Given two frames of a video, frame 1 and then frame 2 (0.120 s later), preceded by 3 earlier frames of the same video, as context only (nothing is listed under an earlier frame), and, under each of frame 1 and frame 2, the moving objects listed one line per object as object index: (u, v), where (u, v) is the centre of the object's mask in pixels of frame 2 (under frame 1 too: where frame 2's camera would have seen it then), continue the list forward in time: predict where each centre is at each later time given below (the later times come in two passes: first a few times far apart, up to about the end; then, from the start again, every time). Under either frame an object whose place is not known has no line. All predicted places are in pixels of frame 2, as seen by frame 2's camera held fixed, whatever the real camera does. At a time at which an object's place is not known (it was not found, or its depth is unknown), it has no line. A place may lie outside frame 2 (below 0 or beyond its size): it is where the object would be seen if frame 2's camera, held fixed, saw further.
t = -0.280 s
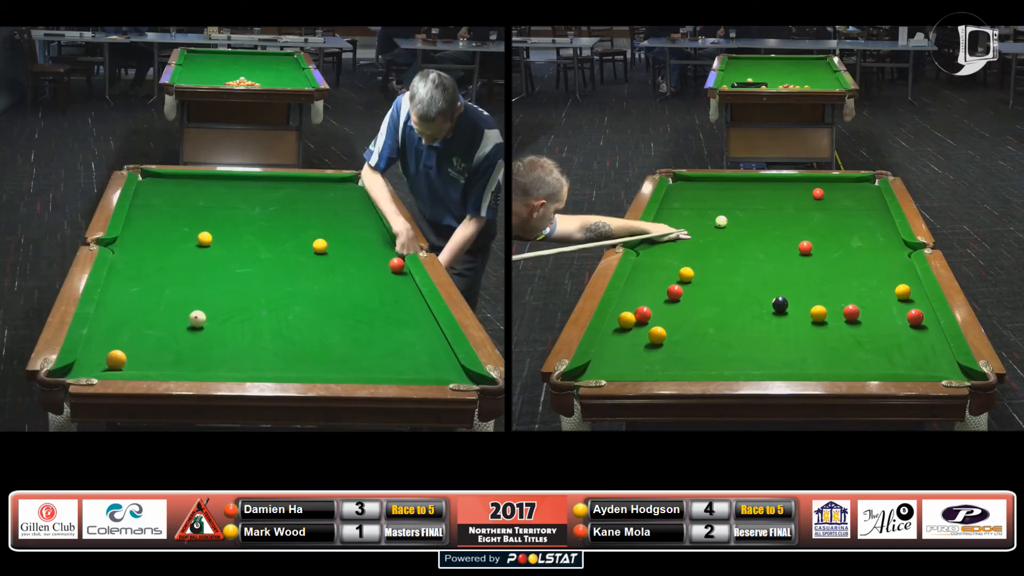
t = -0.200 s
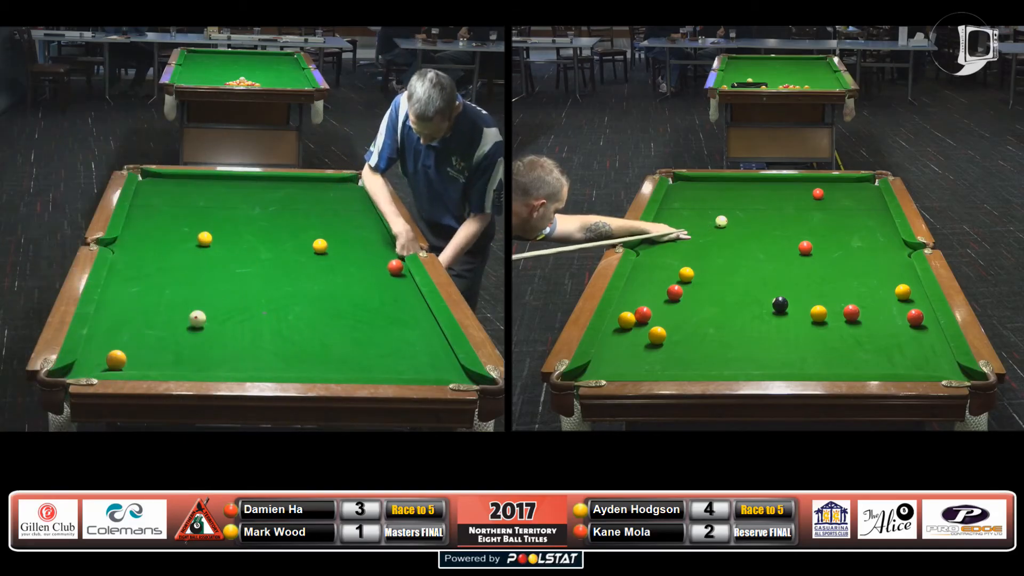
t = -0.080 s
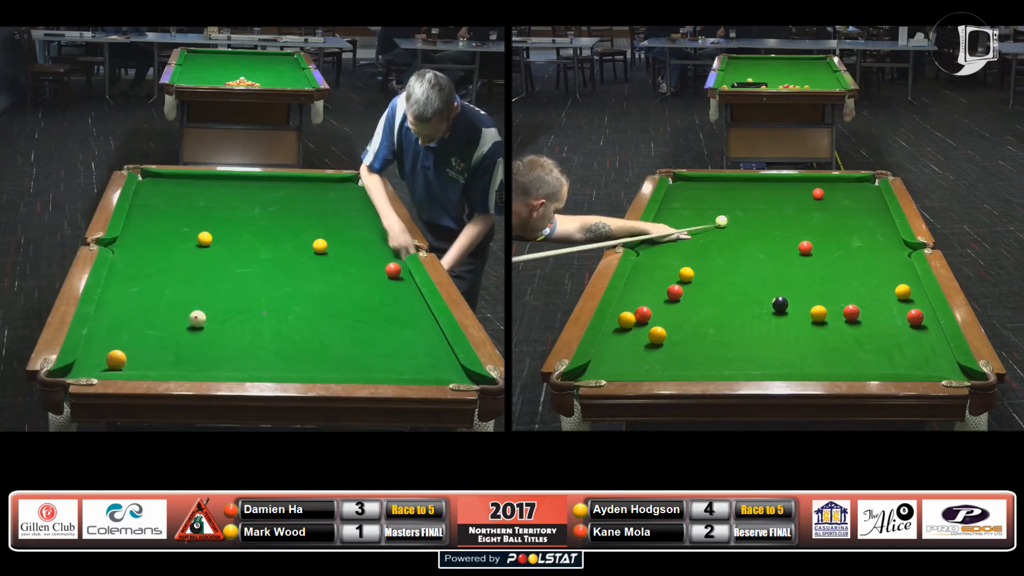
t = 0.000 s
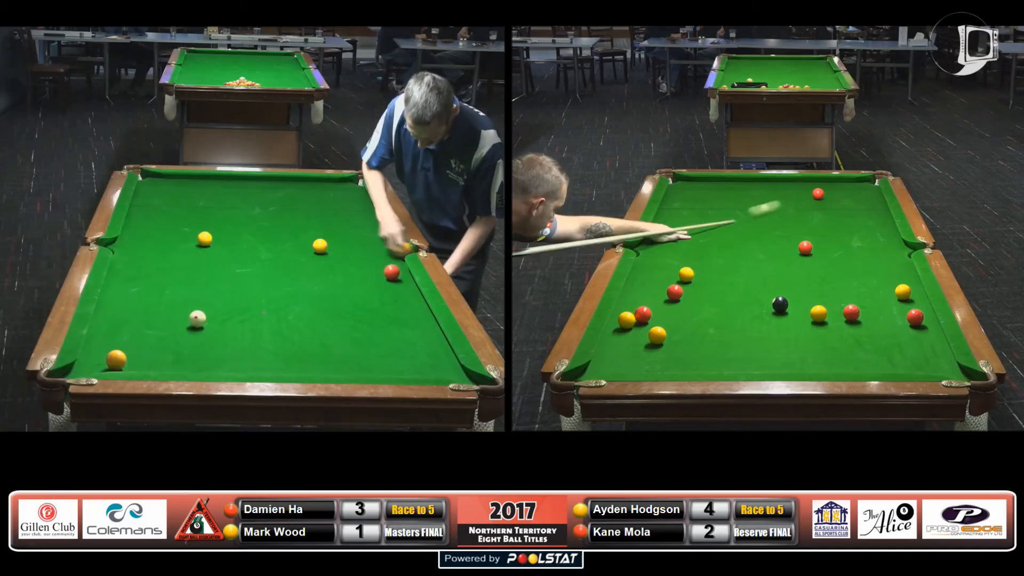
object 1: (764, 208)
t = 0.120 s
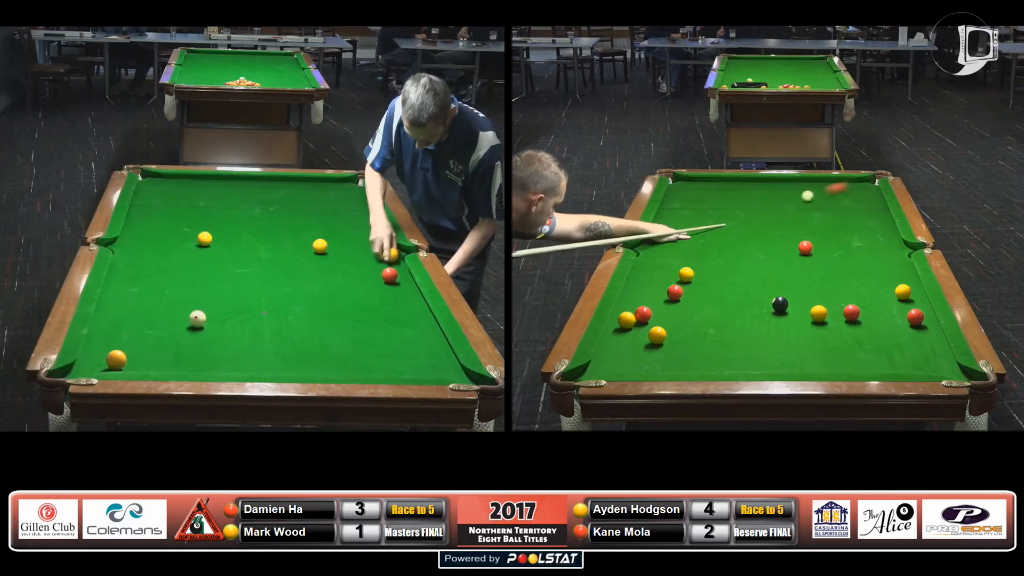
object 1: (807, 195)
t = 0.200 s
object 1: (801, 197)
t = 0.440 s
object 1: (776, 202)
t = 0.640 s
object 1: (755, 206)
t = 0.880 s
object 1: (730, 212)
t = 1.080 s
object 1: (710, 216)
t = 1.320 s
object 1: (686, 221)
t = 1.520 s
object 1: (667, 225)
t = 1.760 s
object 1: (660, 229)
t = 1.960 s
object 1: (667, 232)
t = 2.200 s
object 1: (675, 235)
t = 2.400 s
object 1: (681, 236)
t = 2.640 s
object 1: (687, 239)
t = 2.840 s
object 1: (691, 240)
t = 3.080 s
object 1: (695, 242)
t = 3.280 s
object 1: (697, 243)
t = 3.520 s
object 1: (699, 244)
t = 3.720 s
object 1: (700, 244)
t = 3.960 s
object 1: (700, 244)
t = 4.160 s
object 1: (699, 244)
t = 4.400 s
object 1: (700, 244)
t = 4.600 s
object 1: (700, 244)
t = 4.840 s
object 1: (700, 244)
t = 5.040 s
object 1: (700, 244)
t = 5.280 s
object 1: (700, 244)
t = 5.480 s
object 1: (700, 244)
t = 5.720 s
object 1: (700, 244)
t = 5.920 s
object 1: (700, 244)
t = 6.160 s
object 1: (700, 244)
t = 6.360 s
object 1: (700, 244)
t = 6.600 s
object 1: (700, 244)
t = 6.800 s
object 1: (700, 244)
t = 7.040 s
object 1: (700, 244)
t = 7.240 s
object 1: (700, 244)
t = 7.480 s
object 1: (700, 244)
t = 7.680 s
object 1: (700, 244)
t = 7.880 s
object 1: (700, 244)
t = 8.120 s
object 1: (700, 244)
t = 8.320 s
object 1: (700, 244)
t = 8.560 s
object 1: (700, 244)
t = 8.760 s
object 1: (700, 244)
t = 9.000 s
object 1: (700, 244)
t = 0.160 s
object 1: (804, 196)
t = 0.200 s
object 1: (801, 197)
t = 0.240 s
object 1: (797, 198)
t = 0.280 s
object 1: (793, 198)
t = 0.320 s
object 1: (788, 199)
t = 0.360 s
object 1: (784, 200)
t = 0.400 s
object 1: (780, 201)
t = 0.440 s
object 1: (776, 202)
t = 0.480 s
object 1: (772, 203)
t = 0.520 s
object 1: (768, 204)
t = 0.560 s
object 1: (763, 205)
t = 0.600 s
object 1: (759, 206)
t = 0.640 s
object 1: (755, 206)
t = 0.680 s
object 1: (751, 207)
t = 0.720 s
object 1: (747, 208)
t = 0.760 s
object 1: (743, 209)
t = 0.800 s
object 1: (739, 210)
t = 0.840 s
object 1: (734, 211)
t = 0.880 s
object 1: (730, 212)
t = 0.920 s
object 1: (726, 212)
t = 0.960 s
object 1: (722, 213)
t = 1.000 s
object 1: (718, 214)
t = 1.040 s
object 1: (714, 215)
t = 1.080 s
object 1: (710, 216)
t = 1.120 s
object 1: (706, 217)
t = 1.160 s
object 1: (702, 217)
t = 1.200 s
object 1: (698, 219)
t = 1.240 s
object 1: (694, 219)
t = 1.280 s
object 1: (690, 220)
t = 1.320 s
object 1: (686, 221)
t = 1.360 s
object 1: (682, 222)
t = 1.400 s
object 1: (678, 223)
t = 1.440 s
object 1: (674, 223)
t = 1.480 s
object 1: (670, 224)
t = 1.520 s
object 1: (667, 225)
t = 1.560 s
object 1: (663, 226)
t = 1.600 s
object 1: (659, 226)
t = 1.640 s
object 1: (656, 228)
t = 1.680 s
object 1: (657, 228)
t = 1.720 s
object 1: (658, 229)
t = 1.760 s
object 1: (660, 229)
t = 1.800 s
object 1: (661, 230)
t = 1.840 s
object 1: (663, 230)
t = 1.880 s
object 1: (664, 231)
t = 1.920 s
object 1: (665, 231)
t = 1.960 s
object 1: (667, 232)
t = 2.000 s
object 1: (668, 232)
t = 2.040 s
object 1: (670, 233)
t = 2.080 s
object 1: (671, 233)
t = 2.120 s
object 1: (672, 234)
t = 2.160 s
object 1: (673, 234)
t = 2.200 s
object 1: (675, 235)
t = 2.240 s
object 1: (676, 235)
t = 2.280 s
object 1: (677, 235)
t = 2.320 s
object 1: (678, 236)
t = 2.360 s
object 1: (680, 236)
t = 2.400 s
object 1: (681, 236)
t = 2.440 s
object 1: (682, 237)
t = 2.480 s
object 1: (683, 237)
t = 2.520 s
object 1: (684, 238)
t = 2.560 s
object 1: (685, 238)
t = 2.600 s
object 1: (686, 238)
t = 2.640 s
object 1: (687, 239)
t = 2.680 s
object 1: (688, 239)
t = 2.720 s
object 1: (689, 239)
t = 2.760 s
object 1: (689, 240)
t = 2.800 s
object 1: (690, 240)
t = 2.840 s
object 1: (691, 240)
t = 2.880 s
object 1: (692, 240)
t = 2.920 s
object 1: (692, 241)
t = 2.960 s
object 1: (693, 241)
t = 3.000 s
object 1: (694, 241)
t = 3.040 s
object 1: (694, 241)
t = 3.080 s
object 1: (695, 242)
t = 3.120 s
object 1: (695, 242)
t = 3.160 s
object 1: (696, 242)
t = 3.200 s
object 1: (696, 242)
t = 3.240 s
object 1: (697, 242)
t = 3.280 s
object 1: (697, 243)
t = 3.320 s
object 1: (697, 243)
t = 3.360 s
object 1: (698, 243)
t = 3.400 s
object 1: (698, 243)
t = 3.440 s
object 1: (699, 243)
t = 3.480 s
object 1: (699, 243)
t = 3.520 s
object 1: (699, 244)
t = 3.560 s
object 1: (699, 244)
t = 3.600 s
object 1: (699, 244)
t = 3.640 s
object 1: (699, 244)
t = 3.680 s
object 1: (699, 244)
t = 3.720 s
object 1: (700, 244)
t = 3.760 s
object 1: (700, 244)
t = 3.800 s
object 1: (700, 244)
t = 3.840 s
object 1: (700, 244)
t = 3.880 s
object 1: (700, 244)
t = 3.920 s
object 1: (700, 244)
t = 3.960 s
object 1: (700, 244)
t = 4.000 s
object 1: (700, 244)
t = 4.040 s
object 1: (700, 244)
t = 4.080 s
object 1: (700, 244)
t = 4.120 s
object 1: (700, 244)
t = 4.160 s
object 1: (699, 244)
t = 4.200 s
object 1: (700, 244)
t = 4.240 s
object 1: (700, 244)
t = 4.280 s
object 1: (700, 244)
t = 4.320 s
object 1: (700, 244)
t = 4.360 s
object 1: (700, 244)
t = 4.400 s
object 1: (700, 244)
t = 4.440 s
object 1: (700, 244)
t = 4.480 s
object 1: (700, 244)
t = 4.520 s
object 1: (700, 244)
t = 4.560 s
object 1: (700, 244)
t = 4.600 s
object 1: (700, 244)
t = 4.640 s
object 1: (700, 244)
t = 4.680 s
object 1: (700, 244)
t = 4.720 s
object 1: (700, 244)
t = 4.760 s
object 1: (700, 244)
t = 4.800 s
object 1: (700, 244)
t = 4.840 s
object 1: (700, 244)
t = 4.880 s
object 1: (700, 244)
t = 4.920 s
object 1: (700, 244)
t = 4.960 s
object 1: (700, 244)
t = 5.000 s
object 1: (700, 244)
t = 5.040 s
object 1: (700, 244)
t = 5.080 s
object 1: (700, 244)
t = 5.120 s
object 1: (700, 244)
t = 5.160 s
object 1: (700, 244)
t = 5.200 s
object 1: (700, 244)
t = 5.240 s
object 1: (700, 244)
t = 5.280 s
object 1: (700, 244)
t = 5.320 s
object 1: (700, 244)
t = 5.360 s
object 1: (700, 244)
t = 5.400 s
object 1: (700, 244)
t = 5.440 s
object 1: (700, 244)
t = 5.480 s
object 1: (700, 244)
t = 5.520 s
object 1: (700, 244)
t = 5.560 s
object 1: (700, 244)
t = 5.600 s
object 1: (700, 244)
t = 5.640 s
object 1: (700, 244)
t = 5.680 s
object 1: (700, 244)
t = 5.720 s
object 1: (700, 244)
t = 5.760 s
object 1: (700, 244)
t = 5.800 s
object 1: (700, 244)
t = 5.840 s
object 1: (700, 244)
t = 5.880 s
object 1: (700, 244)
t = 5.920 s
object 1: (700, 244)
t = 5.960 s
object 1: (700, 244)
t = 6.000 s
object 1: (700, 244)
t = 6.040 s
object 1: (700, 244)
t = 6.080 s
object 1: (700, 244)
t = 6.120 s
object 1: (700, 244)
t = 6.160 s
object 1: (700, 244)
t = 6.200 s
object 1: (700, 244)
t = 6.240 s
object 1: (700, 244)
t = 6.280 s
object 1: (700, 244)
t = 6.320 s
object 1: (700, 244)
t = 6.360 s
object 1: (700, 244)
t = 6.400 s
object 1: (700, 244)
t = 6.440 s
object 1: (700, 244)
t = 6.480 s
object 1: (700, 244)
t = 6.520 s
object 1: (700, 244)
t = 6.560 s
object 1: (700, 244)
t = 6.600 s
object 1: (700, 244)
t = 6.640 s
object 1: (700, 244)
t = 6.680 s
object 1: (700, 244)
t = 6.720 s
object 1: (700, 244)
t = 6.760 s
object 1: (700, 244)
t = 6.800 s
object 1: (700, 244)
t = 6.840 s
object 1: (700, 244)
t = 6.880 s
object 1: (700, 244)
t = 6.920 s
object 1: (700, 244)
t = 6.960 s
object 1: (700, 244)
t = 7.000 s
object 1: (700, 244)
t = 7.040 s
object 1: (700, 244)
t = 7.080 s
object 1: (700, 244)
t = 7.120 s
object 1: (700, 244)
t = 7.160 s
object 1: (700, 244)
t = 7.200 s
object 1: (700, 244)
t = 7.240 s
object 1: (700, 244)
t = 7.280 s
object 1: (700, 244)
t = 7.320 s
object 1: (700, 244)
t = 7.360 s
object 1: (700, 244)
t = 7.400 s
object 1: (700, 244)
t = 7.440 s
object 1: (700, 244)
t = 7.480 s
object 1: (700, 244)
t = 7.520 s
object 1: (700, 244)
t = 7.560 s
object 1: (700, 244)
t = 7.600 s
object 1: (700, 244)
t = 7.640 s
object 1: (700, 244)
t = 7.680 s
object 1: (700, 244)
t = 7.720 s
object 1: (700, 244)
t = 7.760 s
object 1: (700, 244)
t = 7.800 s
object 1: (700, 244)
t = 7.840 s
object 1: (700, 244)
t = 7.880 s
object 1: (700, 244)
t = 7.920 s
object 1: (700, 244)
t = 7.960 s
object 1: (700, 244)
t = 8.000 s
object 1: (700, 244)
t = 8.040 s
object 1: (700, 244)
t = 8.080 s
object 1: (700, 244)
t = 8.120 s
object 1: (700, 244)
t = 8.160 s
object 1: (700, 244)
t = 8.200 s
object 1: (700, 244)
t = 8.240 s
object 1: (700, 244)
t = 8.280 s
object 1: (700, 244)
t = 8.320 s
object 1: (700, 244)
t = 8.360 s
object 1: (700, 244)
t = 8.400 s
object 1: (700, 244)
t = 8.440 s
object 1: (700, 244)
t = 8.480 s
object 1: (700, 244)
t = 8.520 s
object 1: (699, 244)
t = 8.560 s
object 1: (700, 244)
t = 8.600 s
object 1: (700, 244)
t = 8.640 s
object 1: (700, 244)
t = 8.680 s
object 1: (699, 244)
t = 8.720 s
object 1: (699, 244)
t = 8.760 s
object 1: (700, 244)
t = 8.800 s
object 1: (700, 244)
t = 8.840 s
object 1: (700, 244)
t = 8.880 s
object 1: (700, 244)
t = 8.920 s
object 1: (700, 244)
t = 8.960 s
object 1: (700, 244)
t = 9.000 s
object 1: (700, 244)
